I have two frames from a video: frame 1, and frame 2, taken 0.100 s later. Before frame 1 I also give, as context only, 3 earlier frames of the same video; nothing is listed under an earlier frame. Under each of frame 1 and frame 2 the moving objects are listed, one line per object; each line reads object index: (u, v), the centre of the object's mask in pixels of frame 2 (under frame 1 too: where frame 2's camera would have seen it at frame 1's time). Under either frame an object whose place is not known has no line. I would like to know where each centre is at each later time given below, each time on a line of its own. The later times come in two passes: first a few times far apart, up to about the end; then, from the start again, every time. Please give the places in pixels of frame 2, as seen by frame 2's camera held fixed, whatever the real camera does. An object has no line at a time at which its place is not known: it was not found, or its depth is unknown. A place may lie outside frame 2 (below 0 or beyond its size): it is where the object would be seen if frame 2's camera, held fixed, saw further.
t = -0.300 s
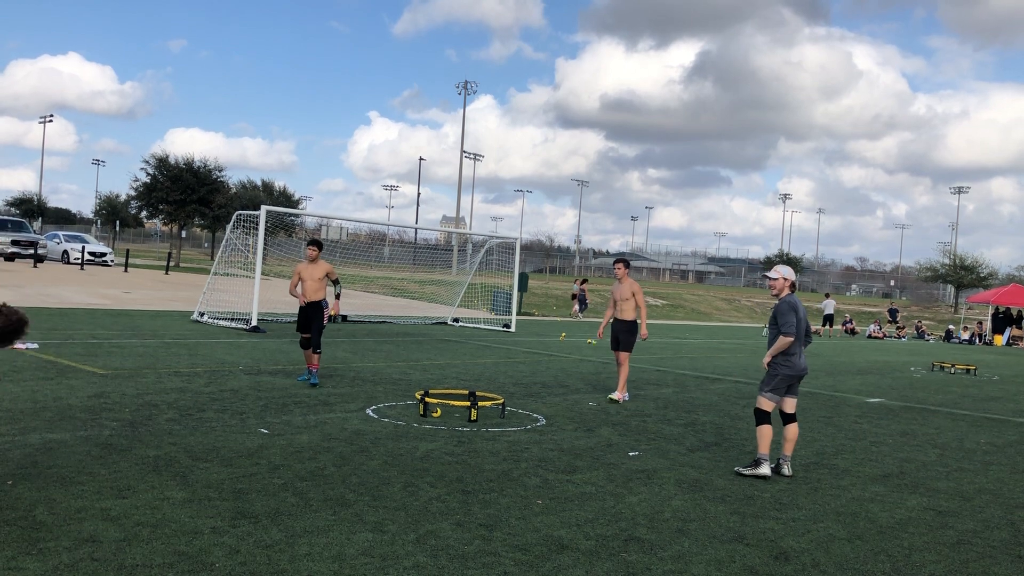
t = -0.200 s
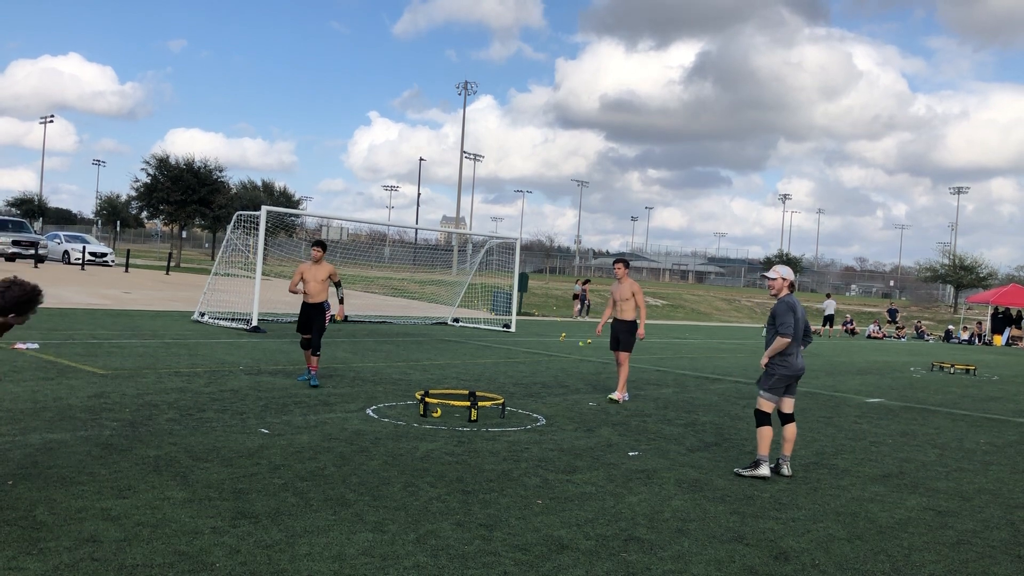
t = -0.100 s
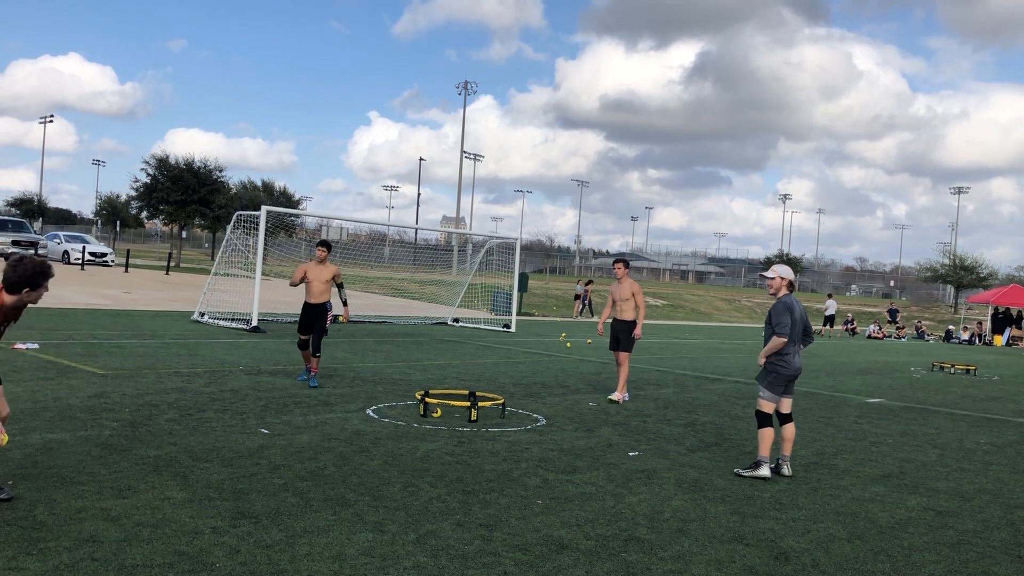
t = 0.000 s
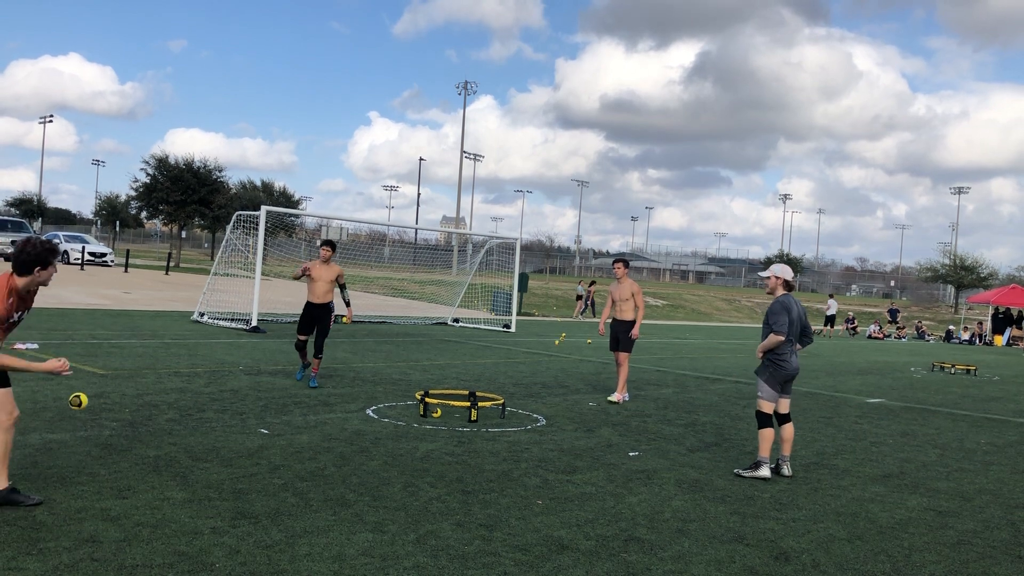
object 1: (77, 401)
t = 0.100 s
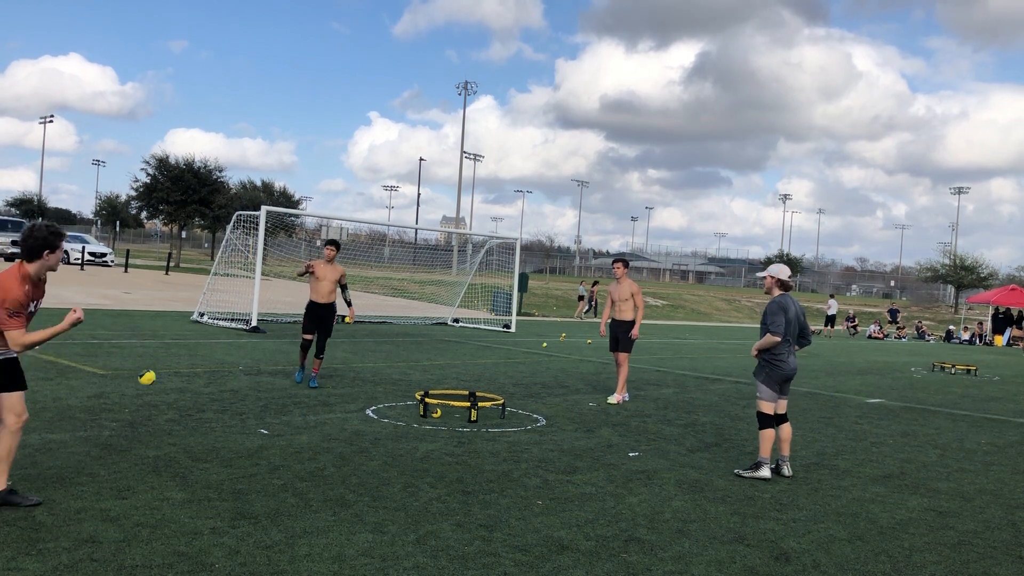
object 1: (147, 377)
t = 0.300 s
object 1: (257, 379)
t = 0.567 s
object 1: (362, 456)
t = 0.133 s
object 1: (167, 374)
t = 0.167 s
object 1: (188, 372)
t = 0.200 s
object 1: (206, 371)
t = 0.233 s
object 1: (224, 372)
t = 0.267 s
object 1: (241, 375)
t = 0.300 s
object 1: (257, 379)
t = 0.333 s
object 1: (273, 385)
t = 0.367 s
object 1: (288, 391)
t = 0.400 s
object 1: (301, 399)
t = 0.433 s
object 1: (315, 409)
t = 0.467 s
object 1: (327, 419)
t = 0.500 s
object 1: (340, 430)
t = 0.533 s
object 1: (351, 442)
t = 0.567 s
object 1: (362, 456)
